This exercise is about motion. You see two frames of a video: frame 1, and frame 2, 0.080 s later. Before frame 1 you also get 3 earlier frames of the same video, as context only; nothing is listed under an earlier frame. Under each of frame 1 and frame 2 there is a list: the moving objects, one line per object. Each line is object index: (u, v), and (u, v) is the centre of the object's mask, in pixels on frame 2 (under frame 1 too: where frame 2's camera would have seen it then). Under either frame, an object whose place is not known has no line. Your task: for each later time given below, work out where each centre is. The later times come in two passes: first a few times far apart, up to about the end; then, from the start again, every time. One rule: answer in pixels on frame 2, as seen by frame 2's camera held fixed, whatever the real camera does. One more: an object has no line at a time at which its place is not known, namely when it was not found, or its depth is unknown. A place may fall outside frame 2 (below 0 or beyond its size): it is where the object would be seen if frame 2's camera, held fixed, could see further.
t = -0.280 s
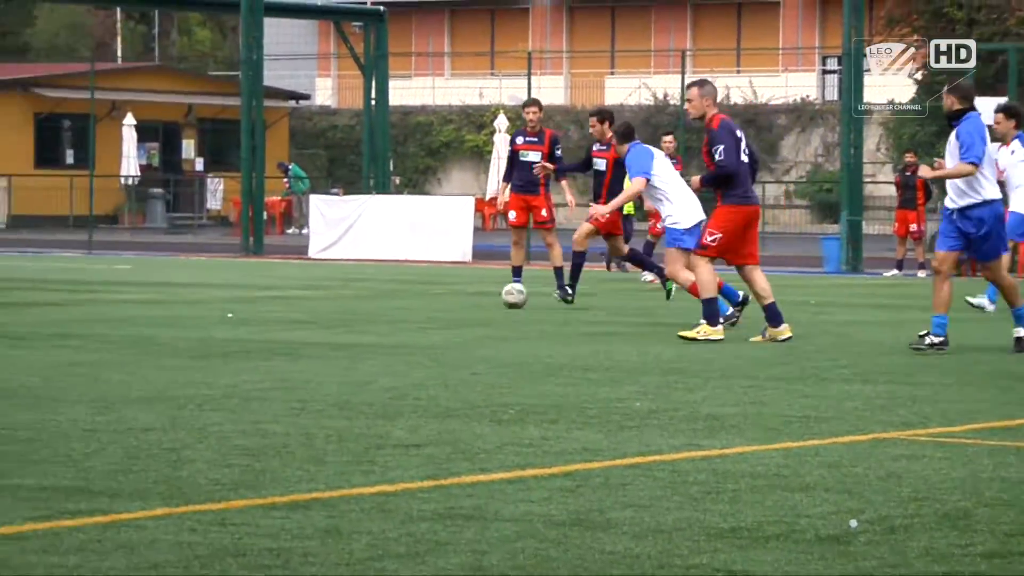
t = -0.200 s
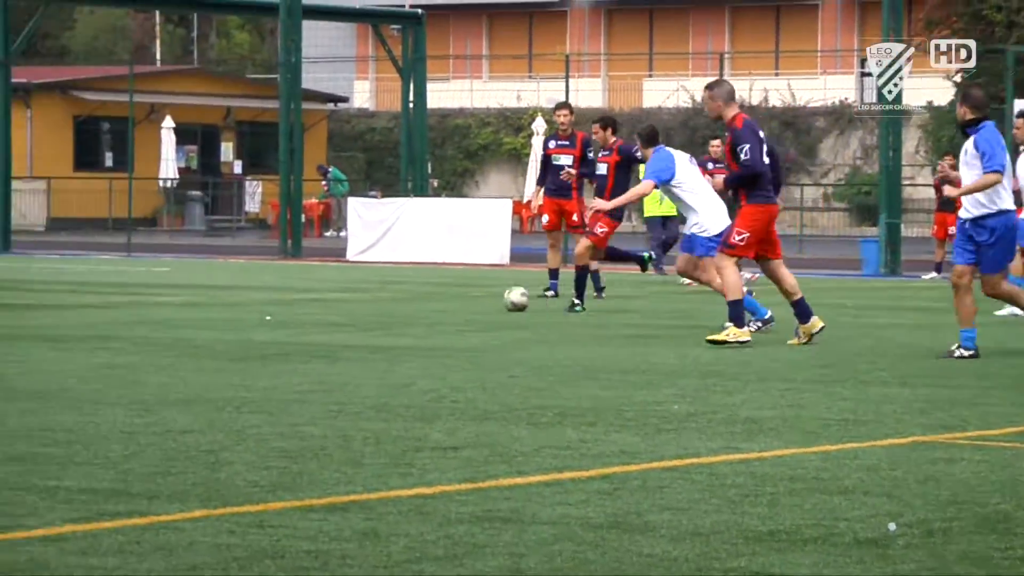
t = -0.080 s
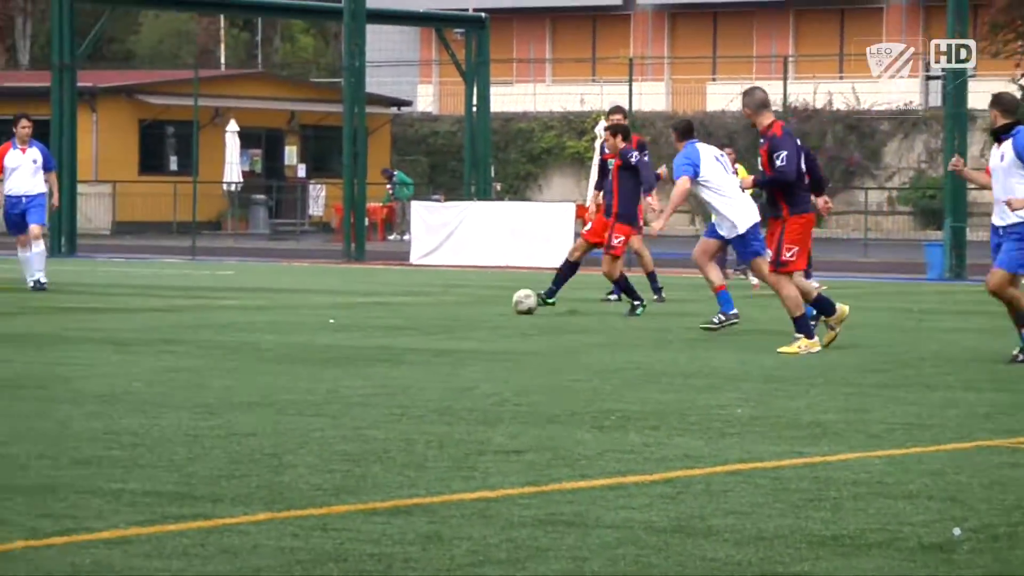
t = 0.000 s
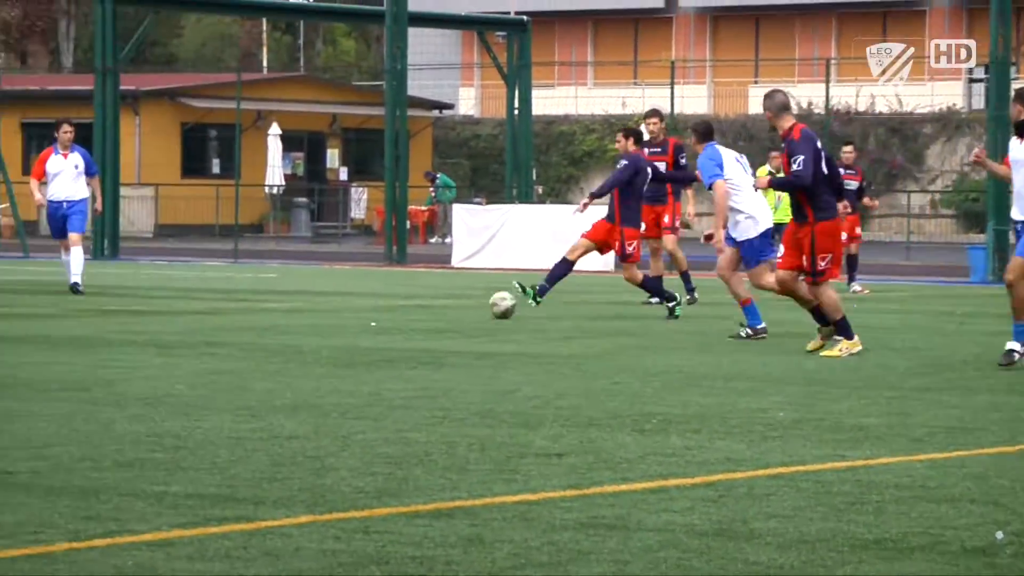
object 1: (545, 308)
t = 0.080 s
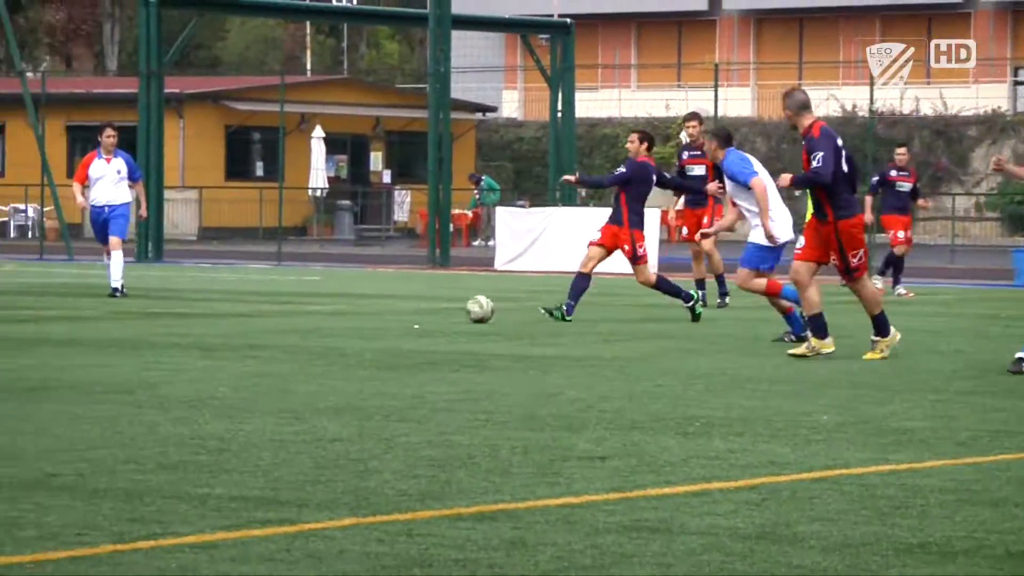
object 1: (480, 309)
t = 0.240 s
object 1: (345, 311)
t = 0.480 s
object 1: (146, 322)
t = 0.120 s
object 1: (447, 310)
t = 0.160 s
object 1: (413, 312)
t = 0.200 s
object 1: (379, 313)
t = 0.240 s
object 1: (345, 311)
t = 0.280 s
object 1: (312, 312)
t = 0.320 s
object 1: (278, 315)
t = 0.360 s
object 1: (245, 321)
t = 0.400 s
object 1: (212, 319)
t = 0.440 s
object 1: (179, 319)
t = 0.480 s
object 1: (146, 322)
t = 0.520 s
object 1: (111, 327)
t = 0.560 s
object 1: (79, 328)
